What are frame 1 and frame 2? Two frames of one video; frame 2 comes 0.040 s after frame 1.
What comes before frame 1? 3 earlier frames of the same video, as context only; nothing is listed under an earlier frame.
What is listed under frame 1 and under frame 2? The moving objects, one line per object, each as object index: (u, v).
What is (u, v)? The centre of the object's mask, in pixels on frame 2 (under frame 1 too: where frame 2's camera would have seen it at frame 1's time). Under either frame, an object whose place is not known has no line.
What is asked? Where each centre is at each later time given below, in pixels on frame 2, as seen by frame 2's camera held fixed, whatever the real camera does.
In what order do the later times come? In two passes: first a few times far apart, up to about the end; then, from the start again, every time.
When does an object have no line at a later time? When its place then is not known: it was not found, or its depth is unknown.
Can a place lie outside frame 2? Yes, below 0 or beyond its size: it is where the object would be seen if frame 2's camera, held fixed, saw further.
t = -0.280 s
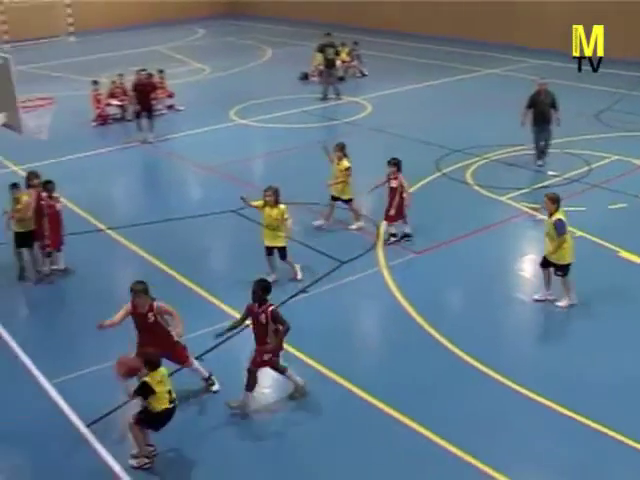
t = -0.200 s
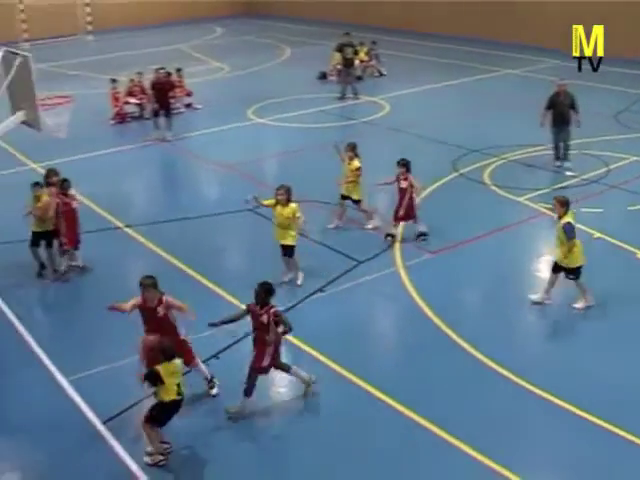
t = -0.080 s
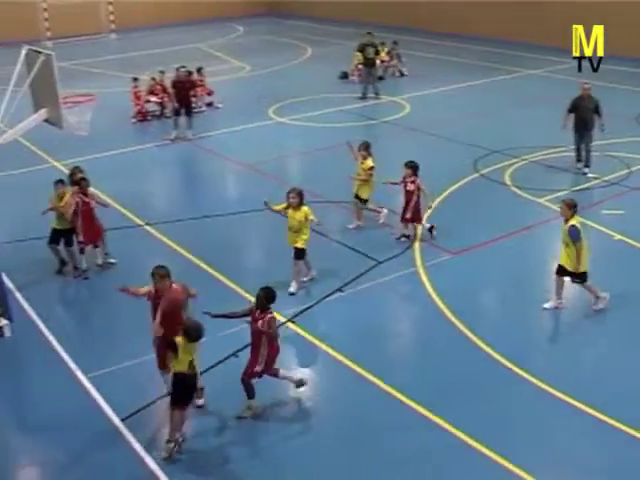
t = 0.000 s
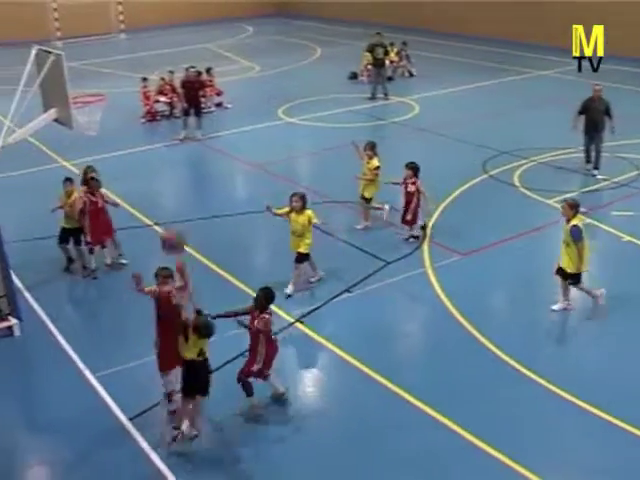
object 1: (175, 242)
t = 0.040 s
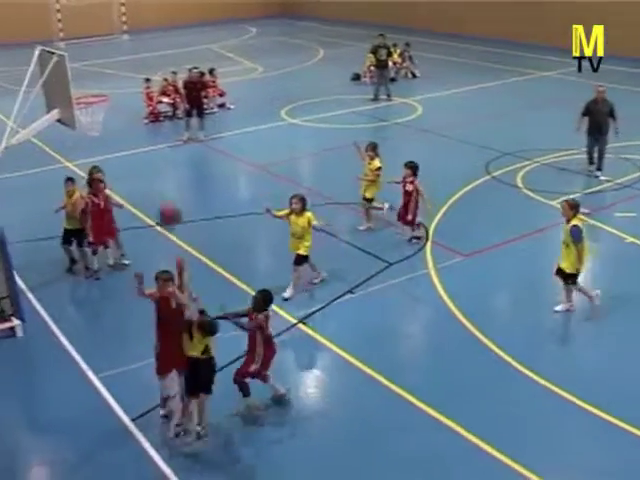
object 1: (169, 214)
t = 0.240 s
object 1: (145, 112)
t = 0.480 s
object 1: (124, 50)
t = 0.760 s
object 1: (111, 57)
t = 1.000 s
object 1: (107, 111)
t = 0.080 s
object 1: (163, 188)
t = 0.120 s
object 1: (158, 167)
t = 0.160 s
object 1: (153, 147)
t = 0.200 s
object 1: (148, 128)
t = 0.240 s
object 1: (145, 112)
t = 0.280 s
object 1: (141, 95)
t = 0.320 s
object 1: (135, 82)
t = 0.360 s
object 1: (133, 73)
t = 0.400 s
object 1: (130, 63)
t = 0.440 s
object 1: (127, 56)
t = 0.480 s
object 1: (124, 50)
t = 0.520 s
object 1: (121, 46)
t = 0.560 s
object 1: (119, 44)
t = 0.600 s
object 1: (117, 43)
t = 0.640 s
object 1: (116, 44)
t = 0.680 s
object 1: (114, 45)
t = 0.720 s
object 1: (112, 50)
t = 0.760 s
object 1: (111, 57)
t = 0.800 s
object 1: (110, 63)
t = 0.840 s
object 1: (108, 71)
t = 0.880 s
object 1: (109, 80)
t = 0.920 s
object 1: (108, 89)
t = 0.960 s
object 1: (107, 100)
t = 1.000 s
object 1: (107, 111)
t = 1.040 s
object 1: (108, 124)
